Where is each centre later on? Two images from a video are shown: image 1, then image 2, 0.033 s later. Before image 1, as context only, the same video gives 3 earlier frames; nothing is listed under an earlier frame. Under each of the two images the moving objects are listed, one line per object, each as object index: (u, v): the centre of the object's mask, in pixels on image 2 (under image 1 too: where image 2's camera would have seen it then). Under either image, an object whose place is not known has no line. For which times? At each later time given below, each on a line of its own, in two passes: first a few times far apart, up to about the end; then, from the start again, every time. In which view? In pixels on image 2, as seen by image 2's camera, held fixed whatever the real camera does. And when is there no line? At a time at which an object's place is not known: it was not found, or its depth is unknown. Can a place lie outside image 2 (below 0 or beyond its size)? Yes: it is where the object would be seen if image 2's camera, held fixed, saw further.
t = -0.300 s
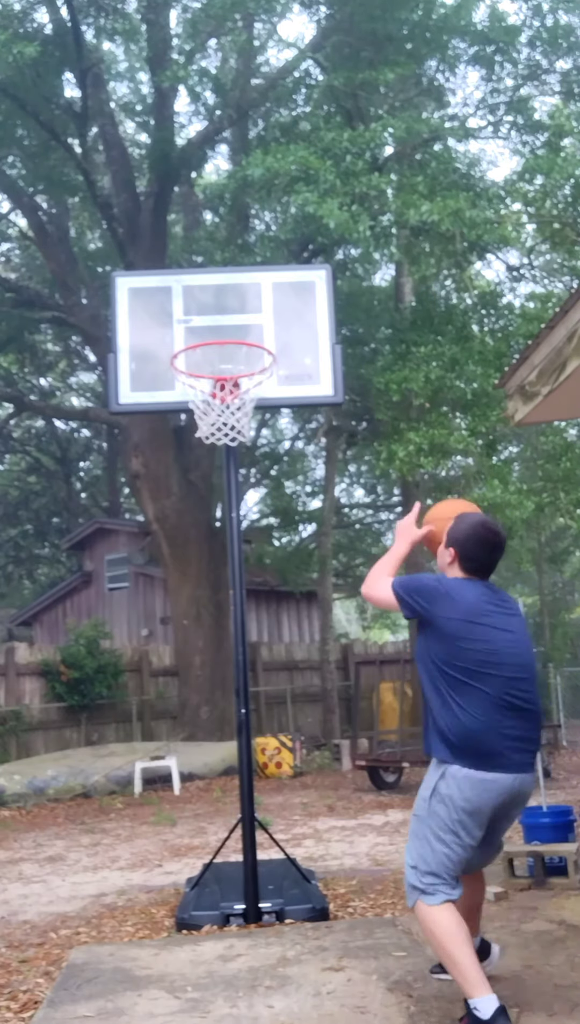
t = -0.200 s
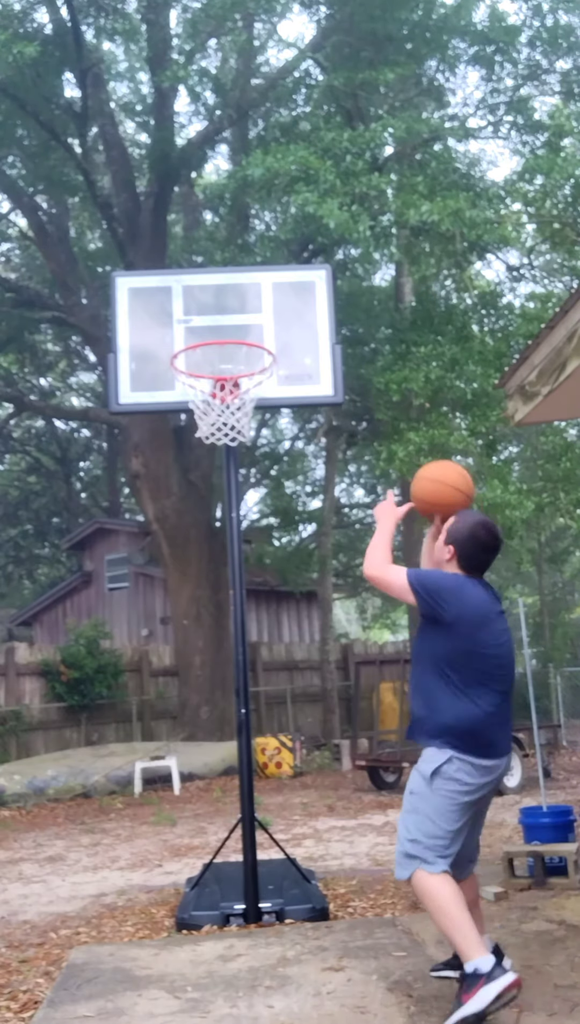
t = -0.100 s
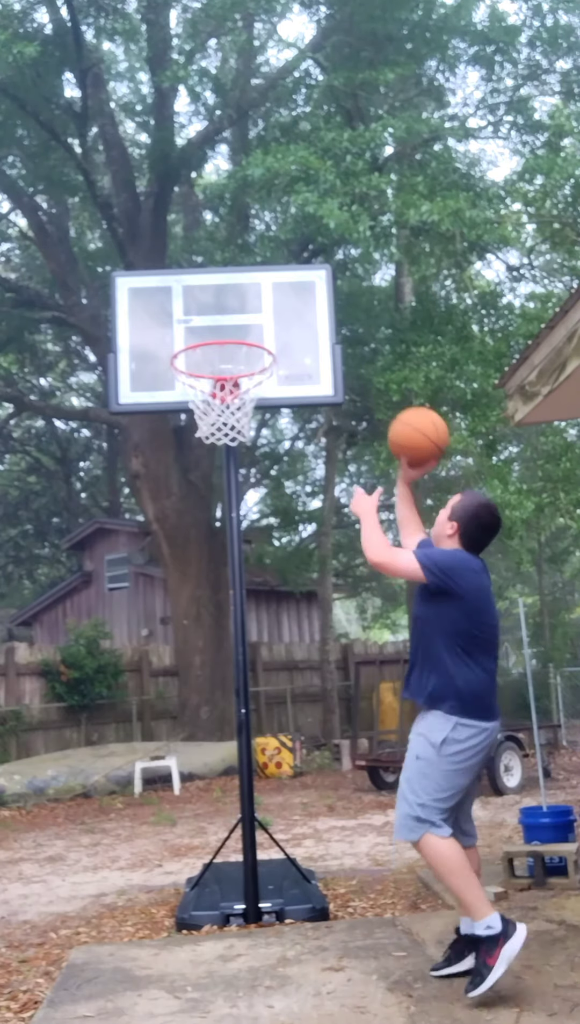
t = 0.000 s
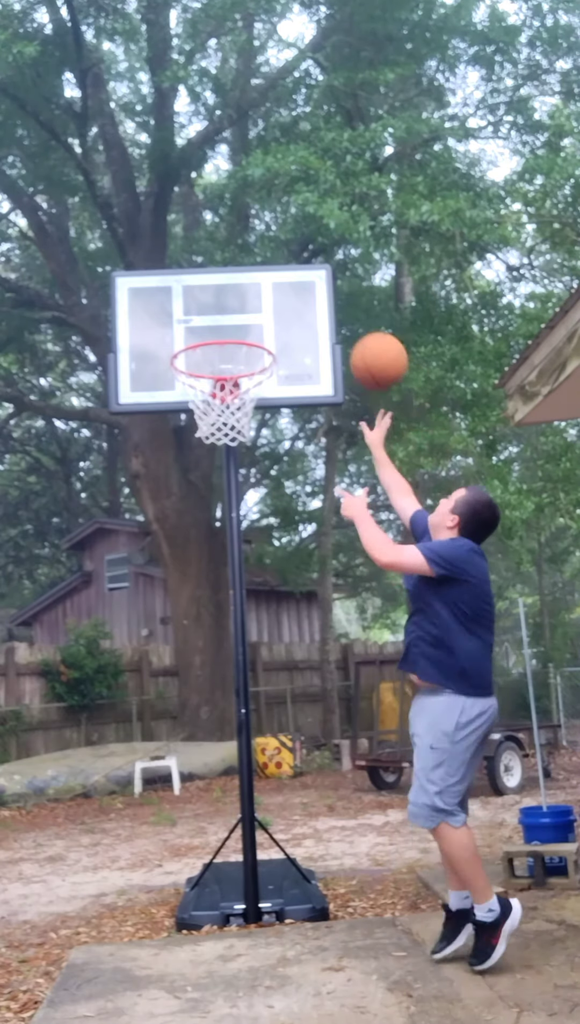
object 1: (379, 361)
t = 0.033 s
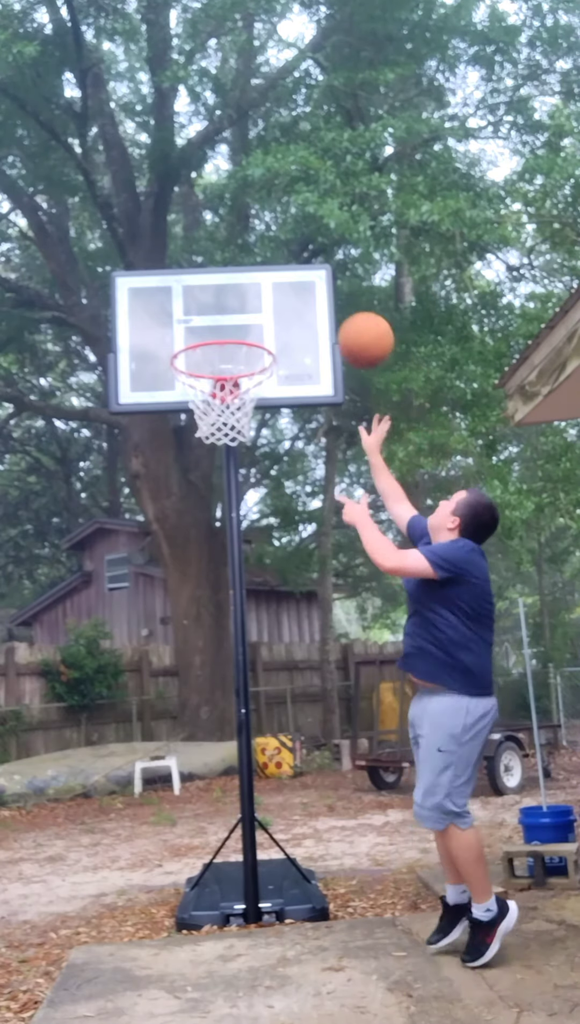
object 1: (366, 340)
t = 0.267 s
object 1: (288, 272)
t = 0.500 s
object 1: (240, 285)
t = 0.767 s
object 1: (195, 417)
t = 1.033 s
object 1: (191, 577)
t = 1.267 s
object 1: (190, 877)
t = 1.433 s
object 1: (203, 795)
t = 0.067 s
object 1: (354, 322)
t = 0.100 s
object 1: (342, 308)
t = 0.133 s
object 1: (330, 296)
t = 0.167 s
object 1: (319, 286)
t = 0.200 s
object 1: (308, 279)
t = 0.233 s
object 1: (297, 274)
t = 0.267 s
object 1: (288, 272)
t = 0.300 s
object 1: (278, 271)
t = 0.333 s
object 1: (271, 270)
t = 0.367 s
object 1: (265, 269)
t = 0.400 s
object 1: (259, 270)
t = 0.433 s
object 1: (253, 272)
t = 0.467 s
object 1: (246, 277)
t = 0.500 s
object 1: (240, 285)
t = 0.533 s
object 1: (235, 294)
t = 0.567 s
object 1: (229, 306)
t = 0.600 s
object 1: (223, 318)
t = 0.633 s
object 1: (218, 333)
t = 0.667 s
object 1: (212, 353)
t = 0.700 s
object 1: (206, 372)
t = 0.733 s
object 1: (199, 391)
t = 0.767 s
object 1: (195, 417)
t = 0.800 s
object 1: (196, 431)
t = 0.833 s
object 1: (193, 441)
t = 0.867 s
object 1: (192, 457)
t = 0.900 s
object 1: (192, 475)
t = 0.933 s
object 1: (191, 496)
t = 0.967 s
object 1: (191, 520)
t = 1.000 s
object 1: (192, 547)
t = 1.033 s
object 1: (191, 577)
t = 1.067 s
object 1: (191, 610)
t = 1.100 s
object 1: (190, 645)
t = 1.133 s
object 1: (190, 683)
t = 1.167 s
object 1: (189, 724)
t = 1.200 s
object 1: (190, 772)
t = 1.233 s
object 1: (189, 821)
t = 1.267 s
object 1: (190, 877)
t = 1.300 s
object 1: (189, 932)
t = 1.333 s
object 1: (192, 927)
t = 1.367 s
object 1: (195, 881)
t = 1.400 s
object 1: (199, 836)
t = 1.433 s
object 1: (203, 795)
